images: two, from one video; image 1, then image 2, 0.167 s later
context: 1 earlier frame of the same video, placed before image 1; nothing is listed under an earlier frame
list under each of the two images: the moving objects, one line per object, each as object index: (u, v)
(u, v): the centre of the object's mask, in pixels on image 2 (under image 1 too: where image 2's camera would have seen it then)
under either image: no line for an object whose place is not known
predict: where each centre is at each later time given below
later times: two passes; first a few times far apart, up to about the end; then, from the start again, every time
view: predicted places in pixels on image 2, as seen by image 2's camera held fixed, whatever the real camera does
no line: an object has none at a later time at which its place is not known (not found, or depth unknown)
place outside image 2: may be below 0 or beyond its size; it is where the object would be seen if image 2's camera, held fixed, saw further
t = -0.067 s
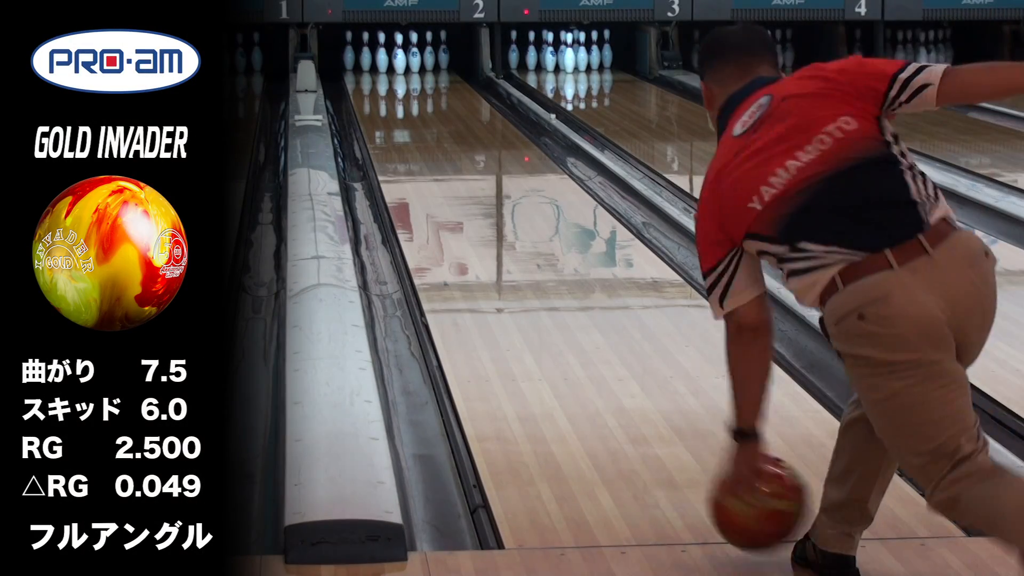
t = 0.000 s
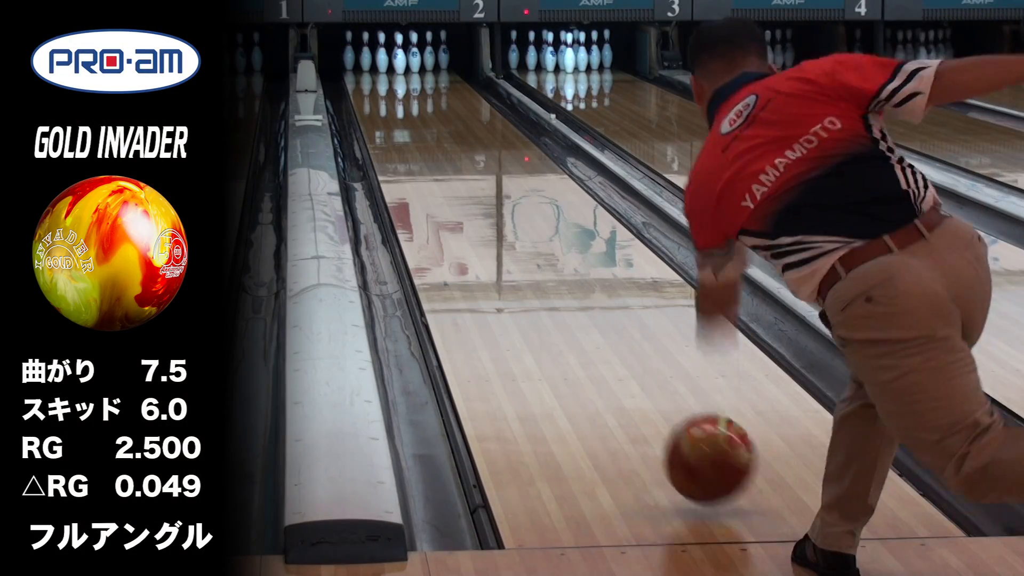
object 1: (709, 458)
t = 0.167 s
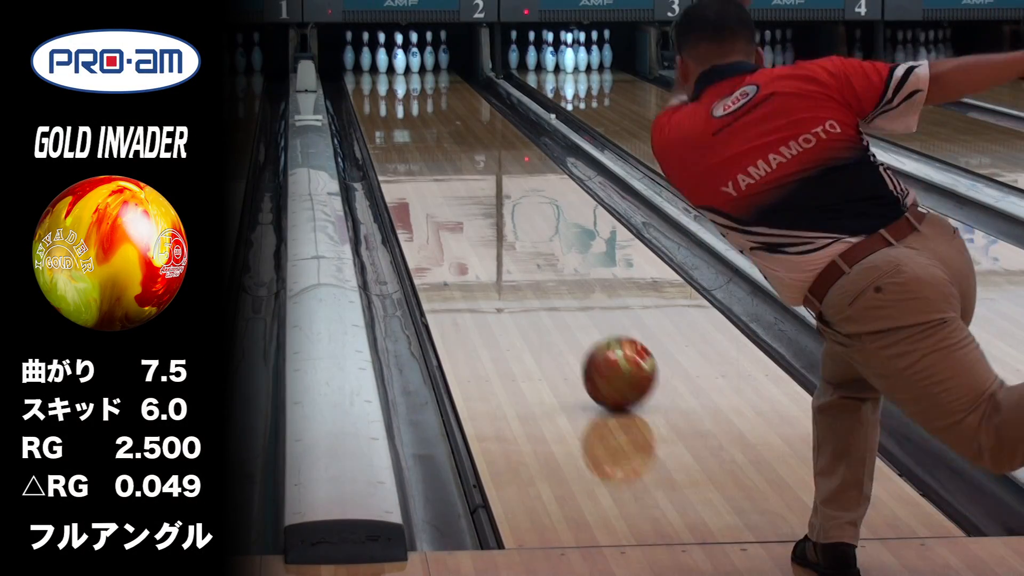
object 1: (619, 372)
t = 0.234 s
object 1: (592, 343)
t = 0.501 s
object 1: (512, 257)
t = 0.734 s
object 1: (467, 207)
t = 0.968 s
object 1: (436, 170)
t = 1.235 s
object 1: (411, 137)
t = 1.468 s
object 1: (394, 116)
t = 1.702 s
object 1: (383, 99)
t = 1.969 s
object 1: (379, 83)
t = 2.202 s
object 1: (385, 72)
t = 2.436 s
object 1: (392, 63)
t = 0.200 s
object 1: (605, 358)
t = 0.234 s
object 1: (592, 343)
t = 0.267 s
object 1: (579, 331)
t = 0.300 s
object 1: (568, 318)
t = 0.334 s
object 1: (557, 306)
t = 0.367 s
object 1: (547, 294)
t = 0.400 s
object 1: (537, 283)
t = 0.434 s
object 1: (528, 275)
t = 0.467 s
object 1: (520, 266)
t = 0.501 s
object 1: (512, 257)
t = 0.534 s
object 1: (504, 248)
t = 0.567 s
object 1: (497, 240)
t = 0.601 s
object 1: (491, 233)
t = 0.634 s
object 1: (484, 227)
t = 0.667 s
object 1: (478, 220)
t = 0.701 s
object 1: (472, 213)
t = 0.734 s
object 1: (467, 207)
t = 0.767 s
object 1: (462, 201)
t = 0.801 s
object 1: (457, 195)
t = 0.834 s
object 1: (452, 190)
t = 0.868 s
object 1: (447, 185)
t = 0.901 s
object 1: (443, 180)
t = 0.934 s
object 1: (439, 175)
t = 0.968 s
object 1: (436, 170)
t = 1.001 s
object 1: (432, 165)
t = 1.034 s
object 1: (428, 161)
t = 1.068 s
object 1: (425, 156)
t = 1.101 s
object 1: (422, 152)
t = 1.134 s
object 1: (419, 148)
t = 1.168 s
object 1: (416, 145)
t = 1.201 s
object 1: (413, 141)
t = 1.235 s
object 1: (411, 137)
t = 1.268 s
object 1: (408, 134)
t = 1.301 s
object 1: (405, 131)
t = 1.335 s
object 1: (403, 128)
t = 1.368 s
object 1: (401, 125)
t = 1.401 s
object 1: (399, 123)
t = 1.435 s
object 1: (397, 119)
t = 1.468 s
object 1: (394, 116)
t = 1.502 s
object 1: (392, 114)
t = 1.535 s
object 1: (391, 111)
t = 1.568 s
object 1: (390, 109)
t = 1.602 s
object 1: (387, 106)
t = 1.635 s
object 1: (386, 104)
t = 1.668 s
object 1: (384, 101)
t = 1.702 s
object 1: (383, 99)
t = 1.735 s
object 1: (382, 97)
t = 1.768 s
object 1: (381, 96)
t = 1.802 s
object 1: (381, 94)
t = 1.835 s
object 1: (380, 91)
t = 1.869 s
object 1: (379, 89)
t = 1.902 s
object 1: (379, 87)
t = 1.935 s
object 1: (379, 85)
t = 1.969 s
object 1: (379, 83)
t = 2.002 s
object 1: (380, 82)
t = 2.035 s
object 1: (380, 80)
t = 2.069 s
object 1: (381, 79)
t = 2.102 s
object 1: (382, 77)
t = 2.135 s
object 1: (383, 76)
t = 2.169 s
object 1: (384, 74)
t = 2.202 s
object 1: (385, 72)
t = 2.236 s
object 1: (387, 71)
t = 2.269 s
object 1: (387, 70)
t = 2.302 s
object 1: (388, 68)
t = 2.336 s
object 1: (390, 67)
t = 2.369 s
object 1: (391, 66)
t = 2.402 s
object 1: (392, 64)
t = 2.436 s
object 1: (392, 63)
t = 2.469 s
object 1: (391, 63)
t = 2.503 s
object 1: (391, 63)
